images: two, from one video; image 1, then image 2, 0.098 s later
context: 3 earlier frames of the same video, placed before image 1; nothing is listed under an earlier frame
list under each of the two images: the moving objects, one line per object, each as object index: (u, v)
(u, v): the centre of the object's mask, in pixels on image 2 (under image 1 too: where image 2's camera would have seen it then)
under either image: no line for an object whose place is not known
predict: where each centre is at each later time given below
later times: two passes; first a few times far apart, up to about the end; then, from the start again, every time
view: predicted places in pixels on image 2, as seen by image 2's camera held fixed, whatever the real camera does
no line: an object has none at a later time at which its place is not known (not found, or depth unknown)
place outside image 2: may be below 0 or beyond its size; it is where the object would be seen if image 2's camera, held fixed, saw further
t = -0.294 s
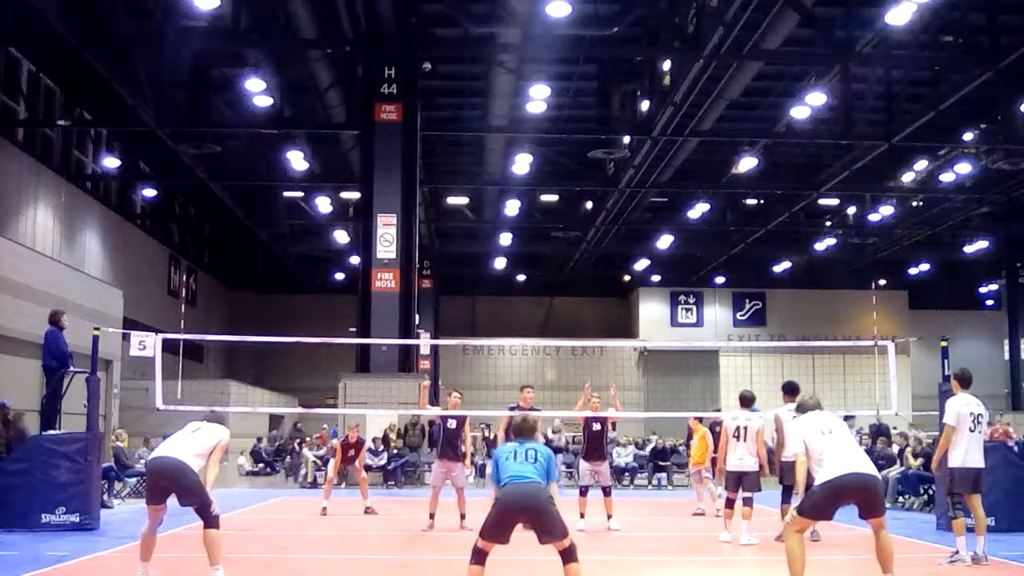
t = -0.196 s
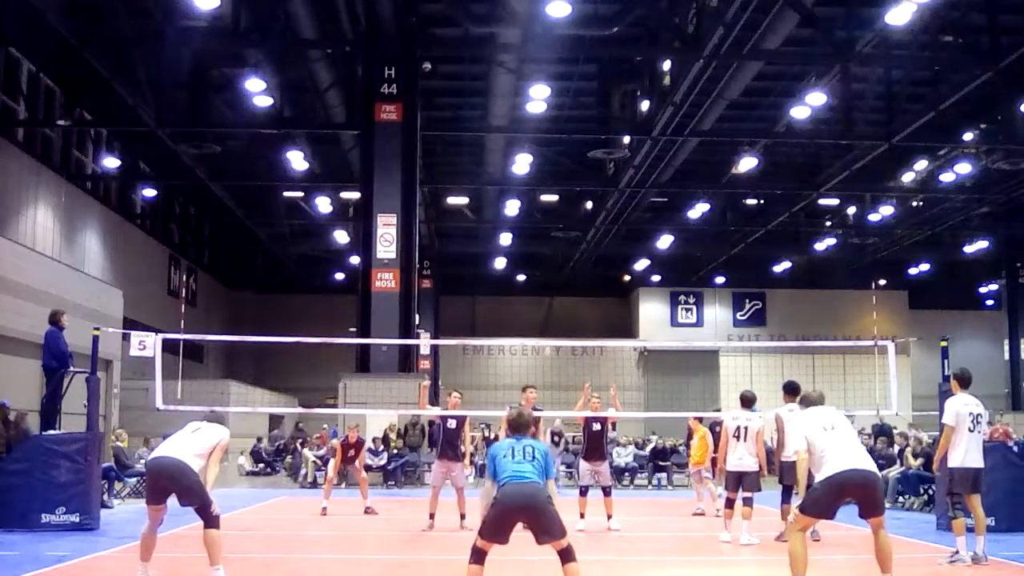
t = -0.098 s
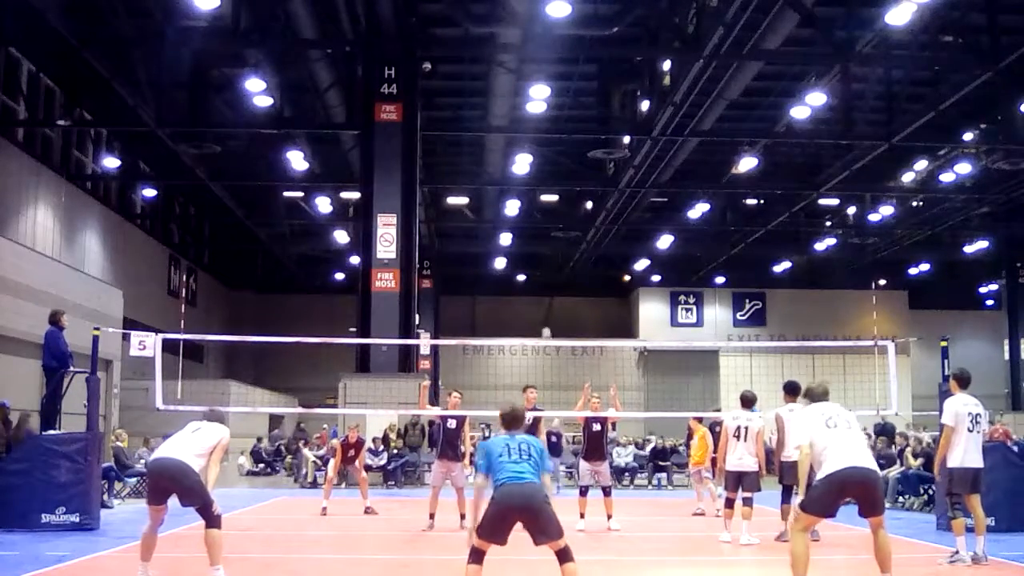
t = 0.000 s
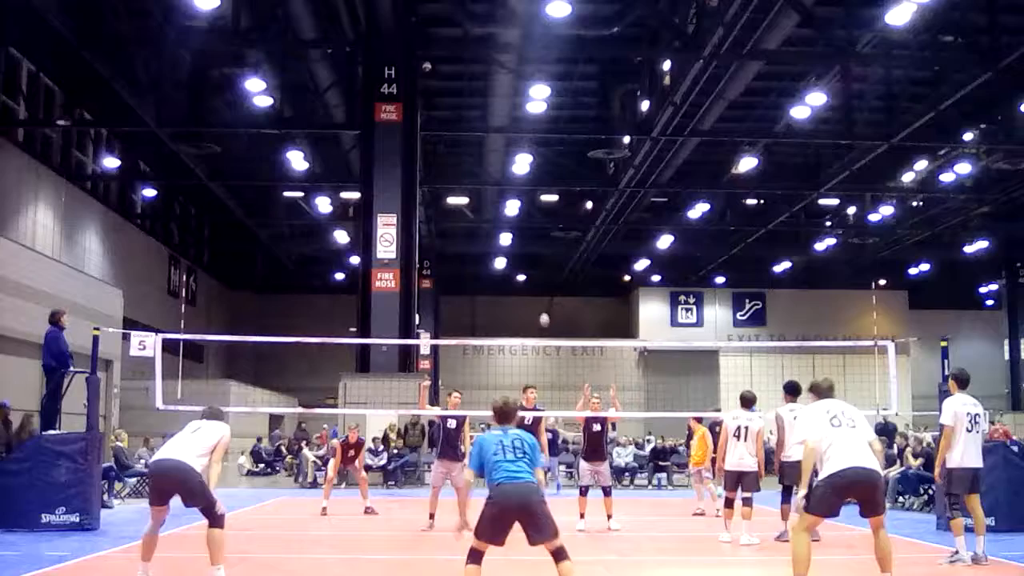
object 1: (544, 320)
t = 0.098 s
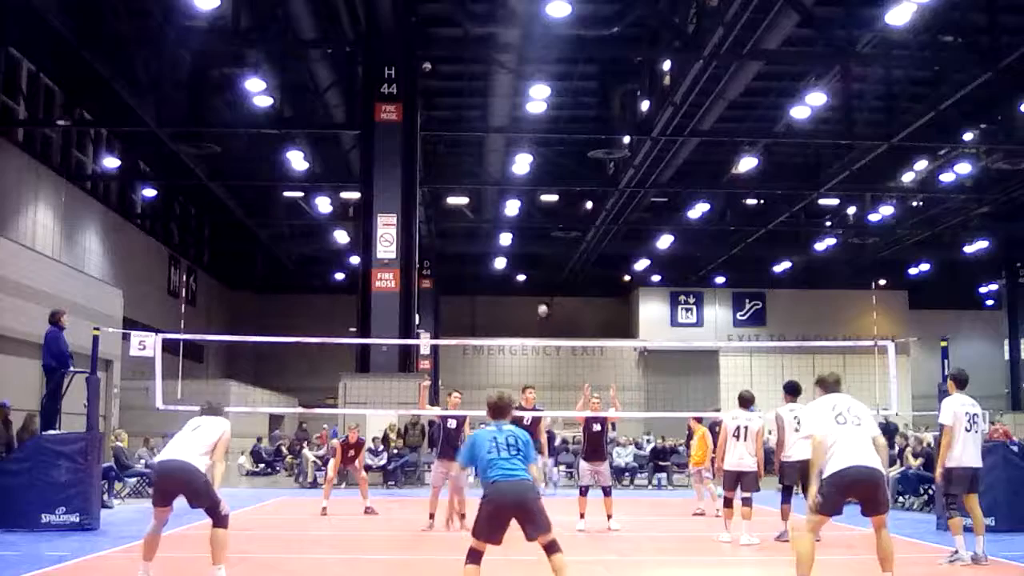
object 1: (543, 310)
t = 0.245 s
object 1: (540, 305)
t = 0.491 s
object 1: (534, 316)
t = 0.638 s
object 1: (531, 334)
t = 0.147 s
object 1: (542, 307)
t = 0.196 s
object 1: (541, 305)
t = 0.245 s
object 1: (540, 305)
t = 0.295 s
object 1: (539, 305)
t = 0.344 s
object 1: (538, 305)
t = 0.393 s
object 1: (537, 308)
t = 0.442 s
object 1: (536, 311)
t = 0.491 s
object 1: (534, 316)
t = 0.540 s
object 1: (534, 321)
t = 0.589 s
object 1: (532, 328)
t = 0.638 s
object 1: (531, 334)
